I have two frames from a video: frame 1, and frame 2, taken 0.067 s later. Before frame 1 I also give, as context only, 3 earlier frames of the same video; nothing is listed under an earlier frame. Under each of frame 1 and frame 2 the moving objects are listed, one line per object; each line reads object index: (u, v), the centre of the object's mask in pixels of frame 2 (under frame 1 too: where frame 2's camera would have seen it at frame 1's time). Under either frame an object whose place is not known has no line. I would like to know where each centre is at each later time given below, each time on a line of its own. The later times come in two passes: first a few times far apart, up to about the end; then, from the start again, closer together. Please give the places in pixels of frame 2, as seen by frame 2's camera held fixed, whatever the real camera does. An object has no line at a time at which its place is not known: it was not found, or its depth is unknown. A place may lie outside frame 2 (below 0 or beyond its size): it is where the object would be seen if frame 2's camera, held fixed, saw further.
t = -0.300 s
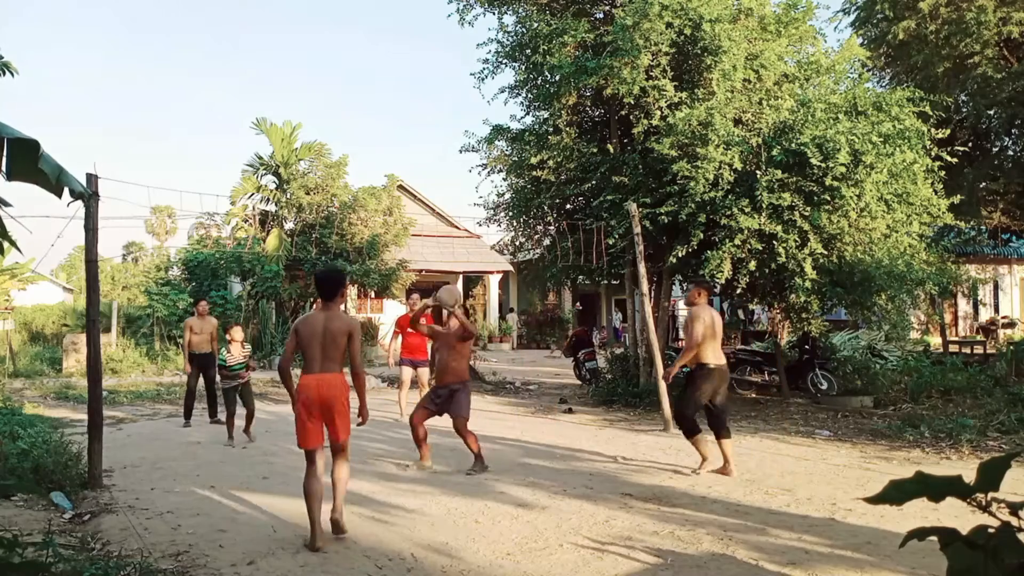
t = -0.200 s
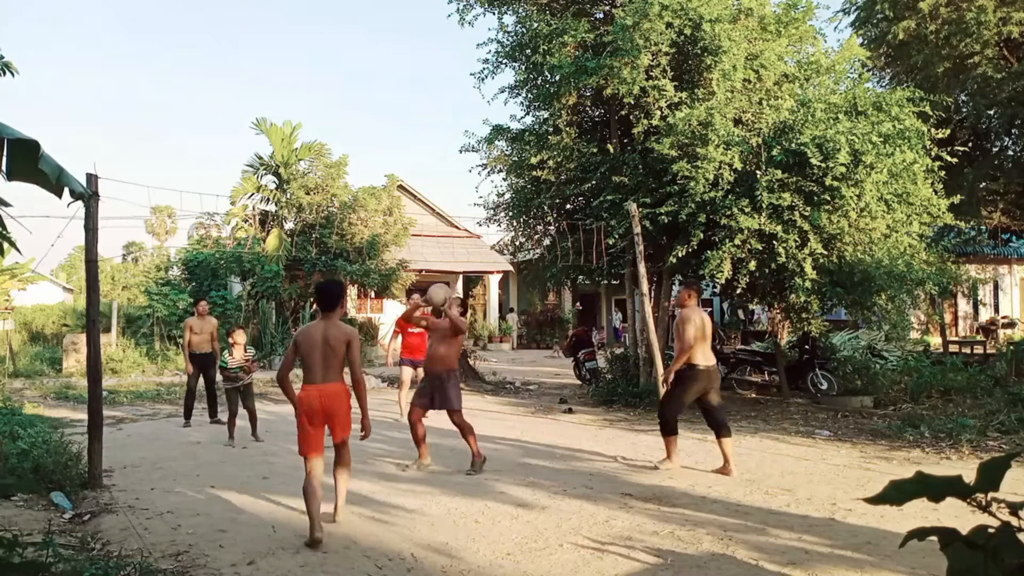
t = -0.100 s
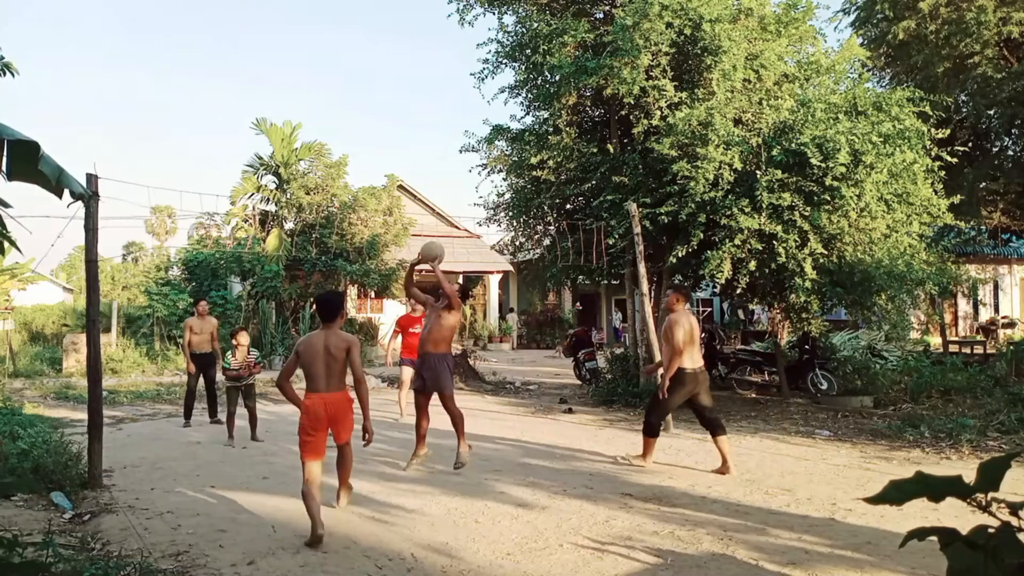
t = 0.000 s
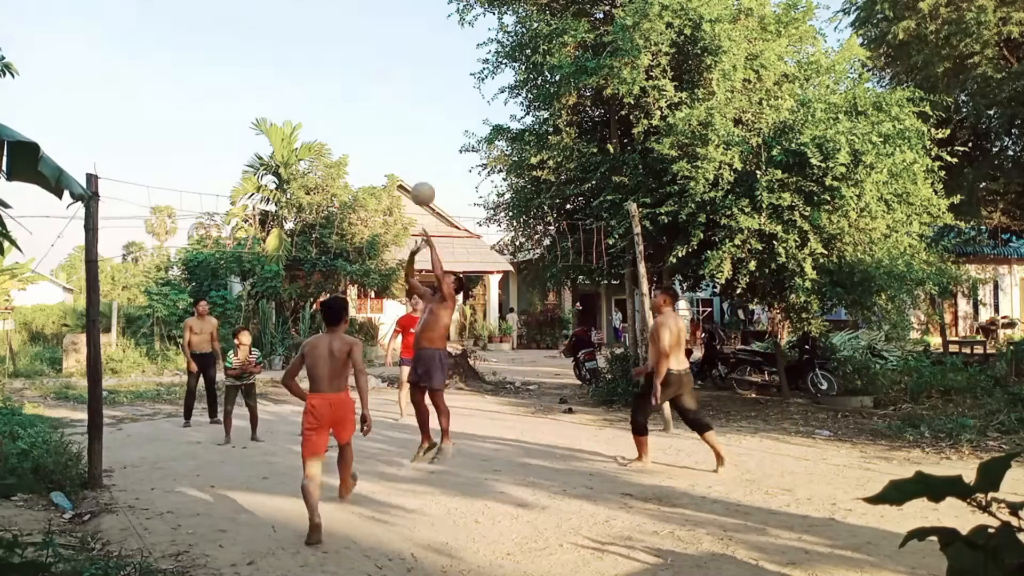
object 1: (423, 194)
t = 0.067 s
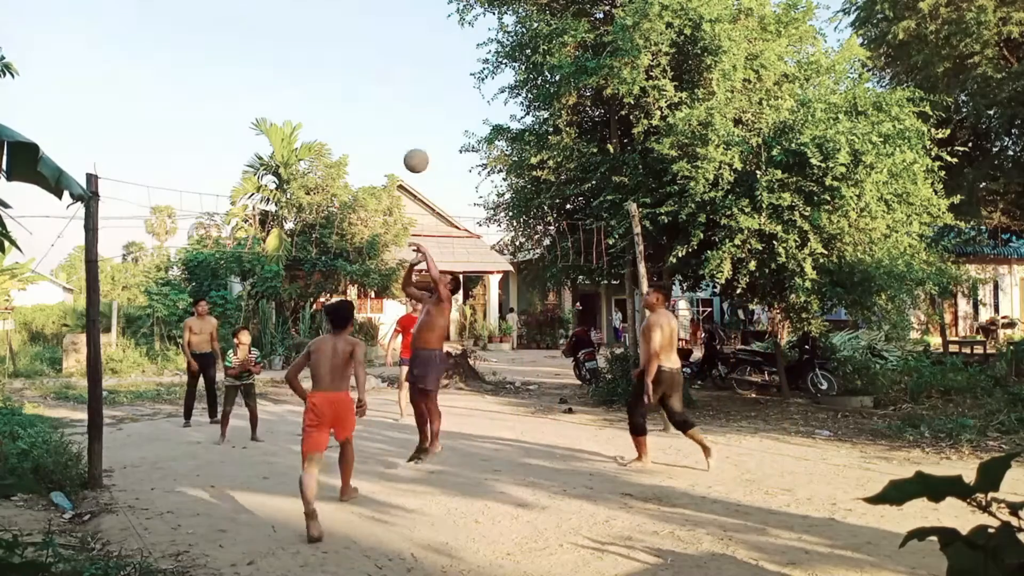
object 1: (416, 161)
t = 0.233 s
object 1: (399, 99)
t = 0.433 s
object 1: (378, 66)
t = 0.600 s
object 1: (360, 72)
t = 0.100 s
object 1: (413, 146)
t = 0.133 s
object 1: (409, 132)
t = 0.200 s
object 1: (402, 109)
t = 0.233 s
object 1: (399, 99)
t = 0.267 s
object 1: (395, 90)
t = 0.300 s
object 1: (392, 83)
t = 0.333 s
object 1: (389, 77)
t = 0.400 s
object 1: (382, 68)
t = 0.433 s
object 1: (378, 66)
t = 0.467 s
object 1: (375, 64)
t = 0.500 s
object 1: (371, 64)
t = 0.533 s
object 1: (367, 65)
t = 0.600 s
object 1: (360, 72)
